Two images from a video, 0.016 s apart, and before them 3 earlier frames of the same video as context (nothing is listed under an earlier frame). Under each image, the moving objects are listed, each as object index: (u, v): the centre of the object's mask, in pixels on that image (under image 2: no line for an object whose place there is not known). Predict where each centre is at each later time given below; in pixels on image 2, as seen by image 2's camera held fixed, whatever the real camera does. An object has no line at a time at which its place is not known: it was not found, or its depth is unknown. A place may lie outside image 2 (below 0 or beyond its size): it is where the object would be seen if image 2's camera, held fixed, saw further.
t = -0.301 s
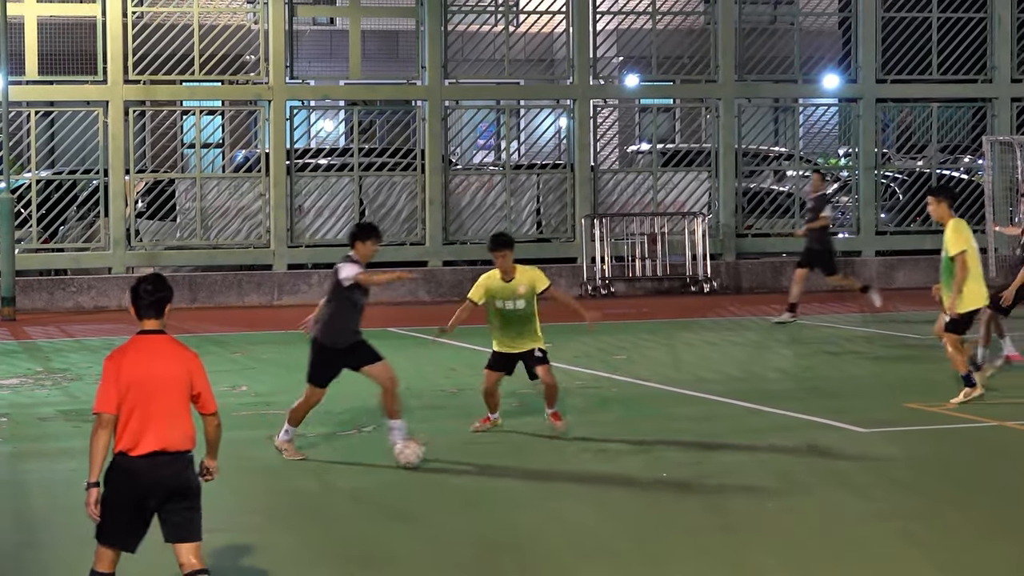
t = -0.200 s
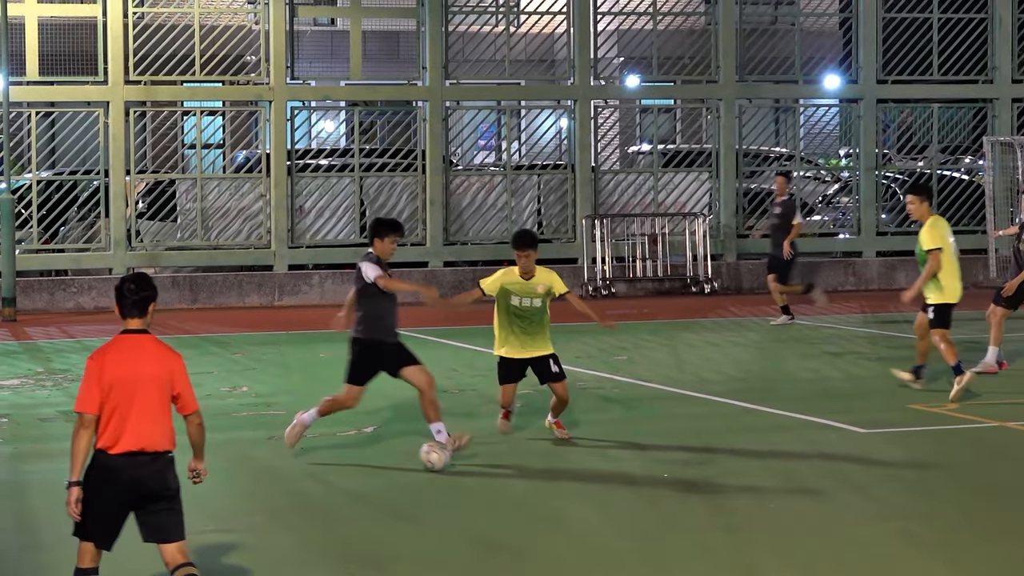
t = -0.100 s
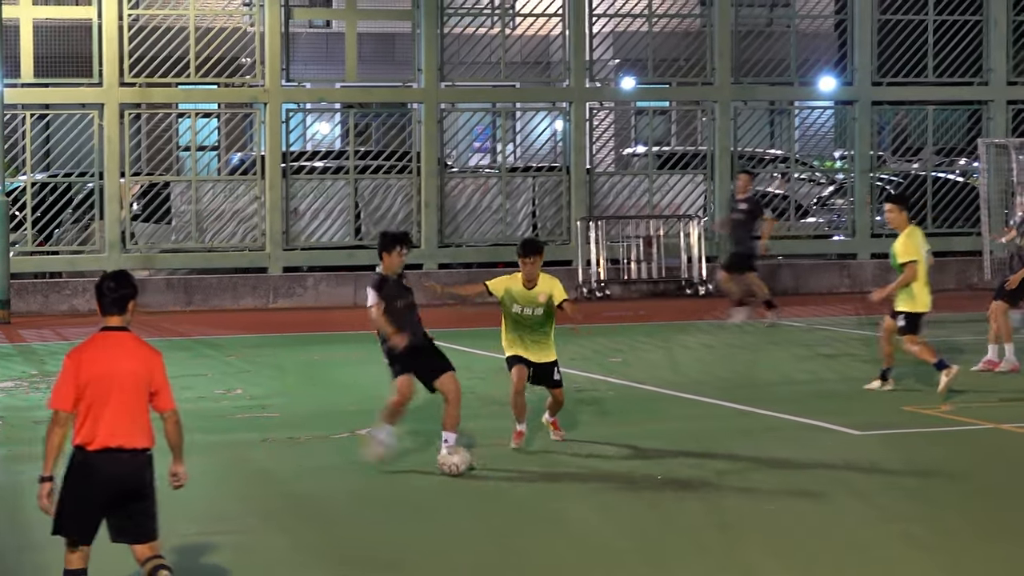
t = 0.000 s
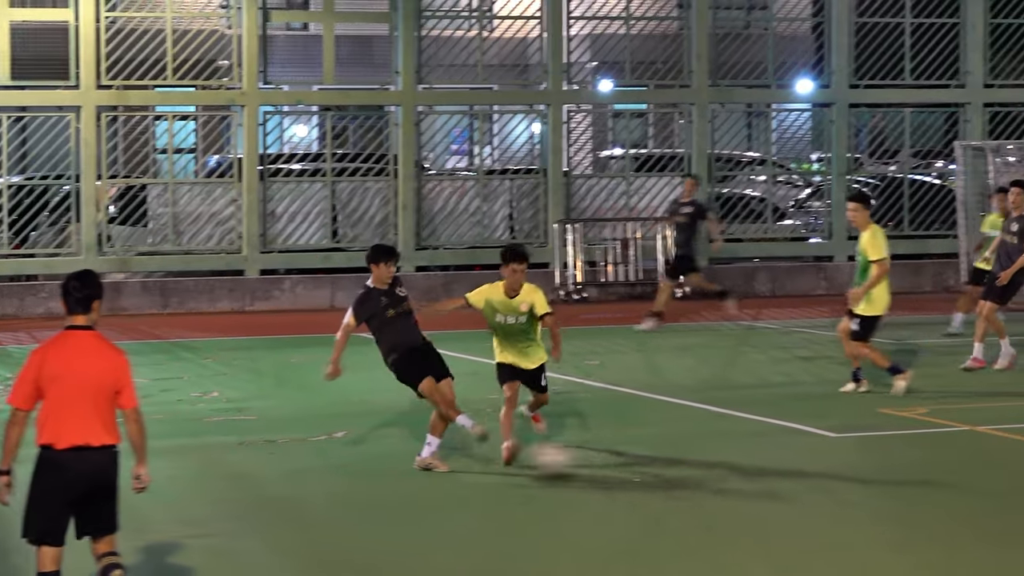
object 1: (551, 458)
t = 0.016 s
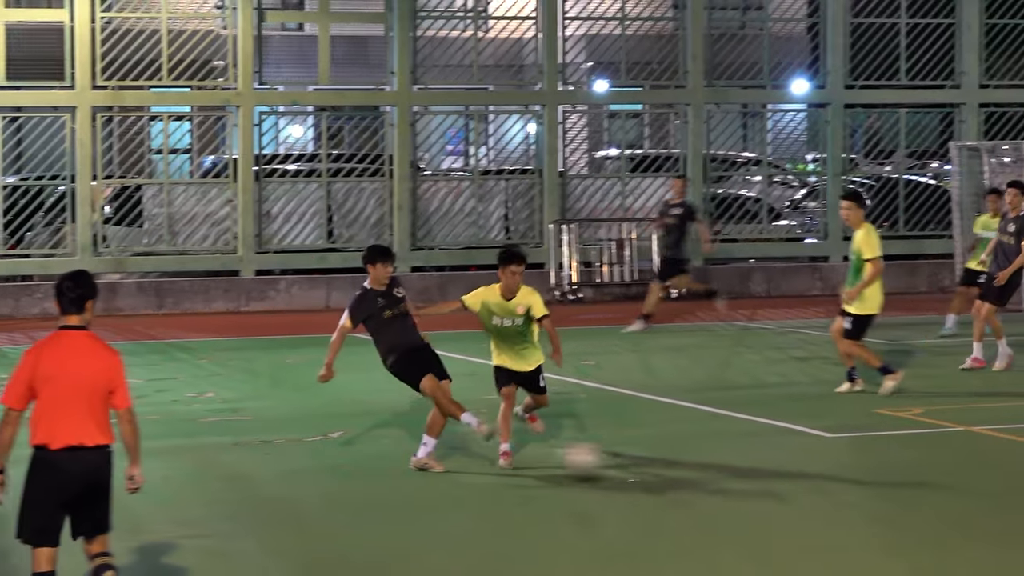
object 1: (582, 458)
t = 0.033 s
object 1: (616, 458)
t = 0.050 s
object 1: (650, 458)
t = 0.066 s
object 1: (685, 459)
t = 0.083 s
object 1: (722, 459)
